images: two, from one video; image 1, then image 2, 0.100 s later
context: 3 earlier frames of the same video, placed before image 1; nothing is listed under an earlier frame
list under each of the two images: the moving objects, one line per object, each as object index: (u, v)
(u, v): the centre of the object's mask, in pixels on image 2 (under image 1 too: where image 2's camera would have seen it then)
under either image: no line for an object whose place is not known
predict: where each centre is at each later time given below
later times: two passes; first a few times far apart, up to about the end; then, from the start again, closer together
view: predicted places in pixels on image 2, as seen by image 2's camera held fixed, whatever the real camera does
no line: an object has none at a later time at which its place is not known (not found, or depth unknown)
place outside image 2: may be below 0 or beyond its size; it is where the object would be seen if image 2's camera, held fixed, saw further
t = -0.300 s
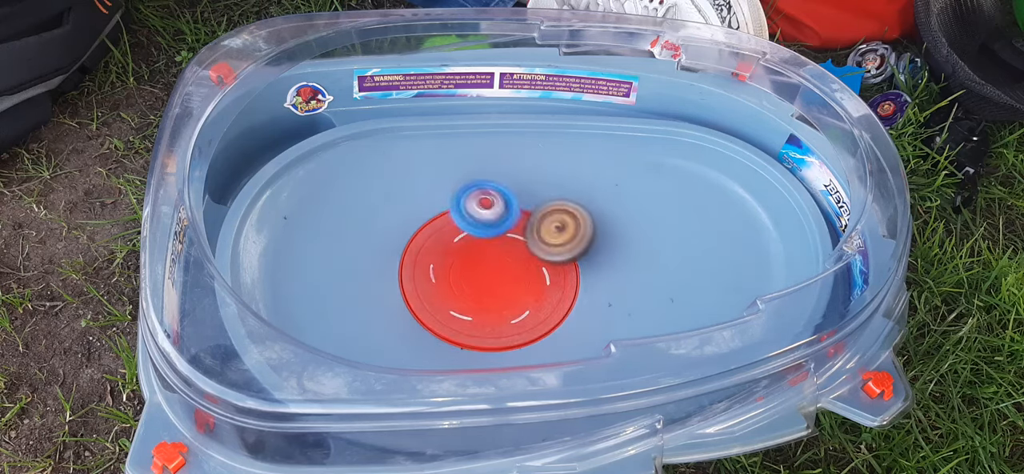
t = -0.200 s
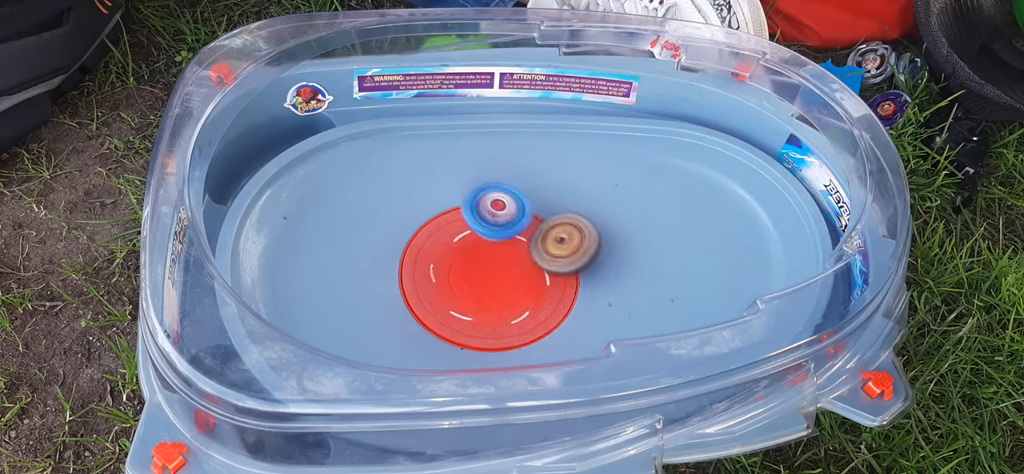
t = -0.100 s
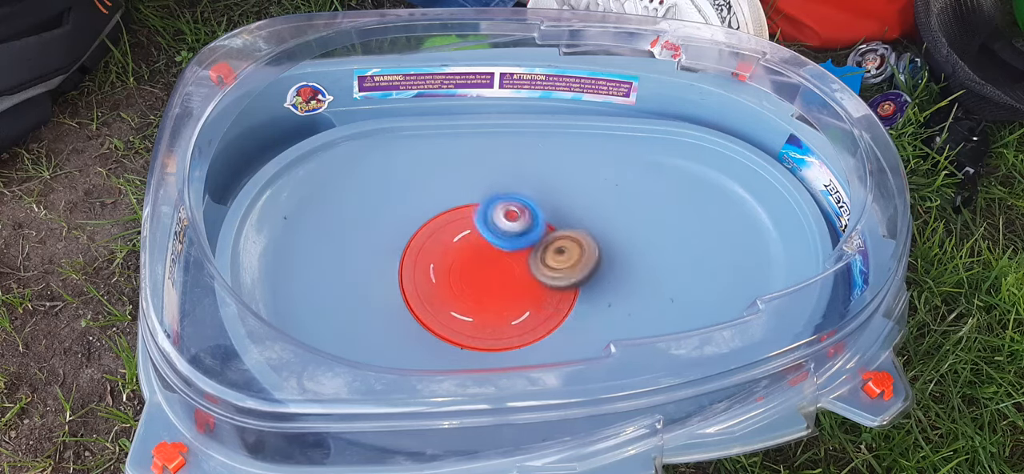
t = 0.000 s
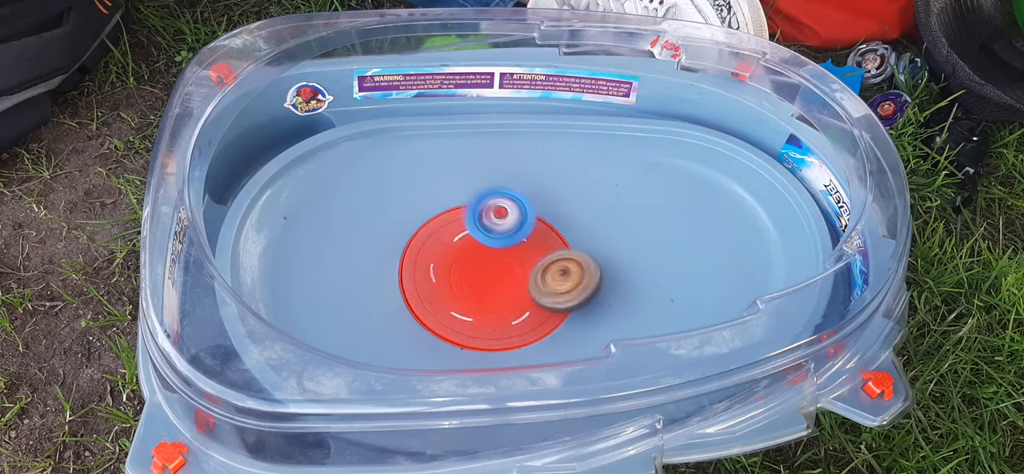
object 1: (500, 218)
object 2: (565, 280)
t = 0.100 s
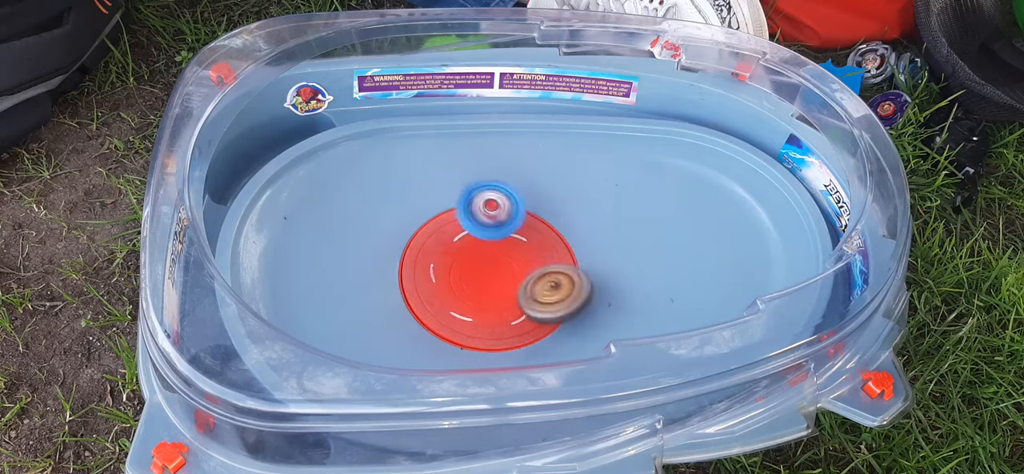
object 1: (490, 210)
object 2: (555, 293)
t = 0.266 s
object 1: (487, 215)
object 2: (530, 304)
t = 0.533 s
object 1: (504, 227)
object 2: (474, 308)
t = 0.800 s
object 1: (538, 232)
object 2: (446, 282)
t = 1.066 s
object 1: (527, 265)
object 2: (466, 245)
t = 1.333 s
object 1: (499, 280)
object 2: (518, 224)
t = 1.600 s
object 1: (486, 255)
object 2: (560, 237)
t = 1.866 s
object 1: (501, 221)
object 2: (558, 270)
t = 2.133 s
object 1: (526, 217)
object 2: (518, 286)
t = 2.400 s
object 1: (539, 248)
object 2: (476, 268)
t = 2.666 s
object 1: (540, 277)
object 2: (475, 234)
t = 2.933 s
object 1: (505, 275)
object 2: (513, 221)
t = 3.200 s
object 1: (480, 247)
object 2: (549, 246)
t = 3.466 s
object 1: (491, 224)
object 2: (543, 277)
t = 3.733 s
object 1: (527, 229)
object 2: (506, 286)
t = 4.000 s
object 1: (550, 249)
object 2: (478, 262)
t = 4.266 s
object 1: (532, 271)
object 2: (487, 232)
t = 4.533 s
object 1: (500, 278)
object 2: (529, 229)
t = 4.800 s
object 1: (487, 254)
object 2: (551, 255)
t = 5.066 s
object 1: (483, 227)
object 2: (529, 280)
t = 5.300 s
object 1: (498, 219)
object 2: (494, 280)
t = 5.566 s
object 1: (525, 220)
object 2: (474, 258)
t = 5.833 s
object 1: (560, 229)
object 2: (476, 234)
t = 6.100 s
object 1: (556, 244)
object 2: (483, 227)
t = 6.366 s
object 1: (551, 268)
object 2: (483, 232)
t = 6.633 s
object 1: (538, 280)
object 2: (482, 247)
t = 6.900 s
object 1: (544, 284)
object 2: (478, 257)
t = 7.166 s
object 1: (550, 273)
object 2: (480, 261)
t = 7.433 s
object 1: (557, 253)
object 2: (468, 255)
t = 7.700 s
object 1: (560, 253)
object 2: (487, 250)
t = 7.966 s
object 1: (552, 251)
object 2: (496, 245)
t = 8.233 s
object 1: (550, 250)
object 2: (492, 224)
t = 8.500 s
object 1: (550, 251)
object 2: (493, 224)
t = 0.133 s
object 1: (489, 210)
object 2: (550, 296)
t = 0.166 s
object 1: (487, 210)
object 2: (545, 299)
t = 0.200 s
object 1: (486, 211)
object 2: (541, 302)
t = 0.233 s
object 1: (486, 212)
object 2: (535, 303)
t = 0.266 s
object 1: (487, 215)
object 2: (530, 304)
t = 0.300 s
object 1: (487, 219)
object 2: (524, 305)
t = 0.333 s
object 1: (488, 224)
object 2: (517, 304)
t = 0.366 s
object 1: (489, 227)
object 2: (511, 304)
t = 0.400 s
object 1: (492, 233)
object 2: (504, 303)
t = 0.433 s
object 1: (495, 240)
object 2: (497, 301)
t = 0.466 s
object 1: (496, 241)
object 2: (491, 302)
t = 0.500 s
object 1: (500, 231)
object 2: (482, 308)
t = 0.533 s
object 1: (504, 227)
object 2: (474, 308)
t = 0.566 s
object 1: (507, 225)
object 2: (469, 307)
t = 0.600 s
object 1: (513, 224)
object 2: (463, 304)
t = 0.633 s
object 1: (519, 223)
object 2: (459, 302)
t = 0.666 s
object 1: (524, 224)
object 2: (454, 299)
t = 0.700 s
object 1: (528, 224)
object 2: (451, 294)
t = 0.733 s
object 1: (533, 226)
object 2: (449, 291)
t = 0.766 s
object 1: (536, 229)
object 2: (447, 287)
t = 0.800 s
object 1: (538, 232)
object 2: (446, 282)
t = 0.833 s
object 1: (540, 235)
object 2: (447, 277)
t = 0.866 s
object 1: (541, 240)
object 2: (449, 272)
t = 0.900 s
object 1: (539, 245)
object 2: (450, 268)
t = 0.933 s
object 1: (538, 249)
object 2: (453, 263)
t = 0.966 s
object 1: (536, 254)
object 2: (457, 259)
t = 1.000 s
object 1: (532, 257)
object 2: (460, 255)
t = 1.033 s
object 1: (529, 261)
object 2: (464, 250)
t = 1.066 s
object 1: (527, 265)
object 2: (466, 245)
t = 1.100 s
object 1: (523, 268)
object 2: (470, 239)
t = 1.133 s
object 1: (519, 272)
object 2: (476, 234)
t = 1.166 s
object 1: (517, 275)
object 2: (483, 230)
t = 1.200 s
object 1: (513, 278)
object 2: (490, 228)
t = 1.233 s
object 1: (510, 279)
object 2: (497, 227)
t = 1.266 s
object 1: (508, 281)
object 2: (505, 226)
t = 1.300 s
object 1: (502, 280)
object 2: (511, 225)
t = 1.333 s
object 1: (499, 280)
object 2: (518, 224)
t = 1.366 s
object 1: (497, 279)
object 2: (525, 225)
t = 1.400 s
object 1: (492, 276)
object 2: (531, 225)
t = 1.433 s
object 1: (490, 274)
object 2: (536, 226)
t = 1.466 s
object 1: (489, 271)
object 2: (542, 227)
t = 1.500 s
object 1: (486, 268)
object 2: (548, 229)
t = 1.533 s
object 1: (486, 263)
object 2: (553, 231)
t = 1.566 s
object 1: (487, 259)
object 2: (557, 233)
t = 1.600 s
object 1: (486, 255)
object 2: (560, 237)
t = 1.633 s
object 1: (487, 250)
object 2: (563, 240)
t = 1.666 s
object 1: (489, 245)
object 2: (562, 245)
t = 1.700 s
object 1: (490, 241)
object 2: (562, 249)
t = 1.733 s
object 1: (492, 236)
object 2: (564, 252)
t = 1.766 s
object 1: (494, 232)
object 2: (564, 258)
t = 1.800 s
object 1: (496, 227)
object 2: (564, 262)
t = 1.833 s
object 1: (499, 224)
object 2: (561, 266)
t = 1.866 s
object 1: (501, 221)
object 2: (558, 270)
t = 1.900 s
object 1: (503, 218)
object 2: (555, 273)
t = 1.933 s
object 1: (508, 216)
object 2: (551, 277)
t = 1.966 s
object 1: (510, 214)
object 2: (547, 280)
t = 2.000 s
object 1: (512, 211)
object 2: (542, 282)
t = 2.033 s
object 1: (515, 213)
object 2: (536, 284)
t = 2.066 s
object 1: (518, 213)
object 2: (531, 285)
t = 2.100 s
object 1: (522, 213)
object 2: (524, 286)
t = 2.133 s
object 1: (526, 217)
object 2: (518, 286)
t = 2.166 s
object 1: (529, 219)
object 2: (512, 285)
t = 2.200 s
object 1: (531, 223)
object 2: (506, 285)
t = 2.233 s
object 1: (532, 228)
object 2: (499, 283)
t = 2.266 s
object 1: (534, 231)
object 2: (494, 281)
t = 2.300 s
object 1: (535, 236)
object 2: (489, 278)
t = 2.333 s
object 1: (535, 240)
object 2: (485, 275)
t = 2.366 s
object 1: (537, 244)
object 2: (480, 272)
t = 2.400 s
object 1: (539, 248)
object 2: (476, 268)
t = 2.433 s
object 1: (541, 252)
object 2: (473, 264)
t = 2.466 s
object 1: (543, 256)
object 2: (471, 259)
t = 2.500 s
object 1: (543, 260)
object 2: (470, 254)
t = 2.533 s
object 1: (543, 264)
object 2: (470, 249)
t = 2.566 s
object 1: (544, 268)
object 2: (470, 245)
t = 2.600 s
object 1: (542, 272)
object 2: (471, 241)
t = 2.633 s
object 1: (542, 274)
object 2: (472, 237)
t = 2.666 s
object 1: (540, 277)
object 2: (475, 234)
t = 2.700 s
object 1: (536, 279)
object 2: (478, 231)
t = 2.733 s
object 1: (533, 280)
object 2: (482, 229)
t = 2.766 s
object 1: (528, 282)
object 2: (486, 226)
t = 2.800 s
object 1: (524, 281)
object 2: (491, 225)
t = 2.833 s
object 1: (520, 280)
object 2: (496, 224)
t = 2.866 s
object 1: (513, 279)
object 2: (501, 222)
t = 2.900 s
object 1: (509, 277)
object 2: (507, 222)
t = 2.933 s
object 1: (505, 275)
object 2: (513, 221)
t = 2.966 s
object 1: (500, 271)
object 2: (519, 222)
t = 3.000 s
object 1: (498, 269)
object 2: (526, 223)
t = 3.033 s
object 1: (494, 265)
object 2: (534, 226)
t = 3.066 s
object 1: (490, 261)
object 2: (539, 230)
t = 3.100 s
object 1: (488, 258)
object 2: (543, 234)
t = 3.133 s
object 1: (485, 254)
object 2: (546, 238)
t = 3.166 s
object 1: (483, 250)
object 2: (548, 242)
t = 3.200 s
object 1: (480, 247)
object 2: (549, 246)
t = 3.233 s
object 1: (480, 243)
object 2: (550, 250)
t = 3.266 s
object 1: (479, 239)
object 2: (551, 254)
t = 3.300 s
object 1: (479, 235)
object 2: (552, 258)
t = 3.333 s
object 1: (481, 232)
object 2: (551, 262)
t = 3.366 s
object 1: (480, 230)
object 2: (550, 267)
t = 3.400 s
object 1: (483, 228)
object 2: (548, 270)
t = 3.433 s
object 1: (488, 227)
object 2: (547, 274)
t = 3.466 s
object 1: (491, 224)
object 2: (543, 277)
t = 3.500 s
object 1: (496, 224)
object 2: (540, 280)
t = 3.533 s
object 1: (499, 223)
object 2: (535, 282)
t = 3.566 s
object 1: (504, 223)
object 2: (531, 284)
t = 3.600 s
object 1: (508, 224)
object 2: (526, 285)
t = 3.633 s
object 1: (512, 224)
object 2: (521, 287)
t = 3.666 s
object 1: (516, 226)
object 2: (517, 287)
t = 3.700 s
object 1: (521, 228)
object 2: (511, 287)
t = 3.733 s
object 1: (527, 229)
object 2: (506, 286)
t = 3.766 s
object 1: (530, 230)
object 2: (500, 284)
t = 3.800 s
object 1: (535, 232)
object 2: (496, 283)
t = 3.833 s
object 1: (539, 235)
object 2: (491, 280)
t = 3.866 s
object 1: (543, 236)
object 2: (488, 277)
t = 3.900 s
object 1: (546, 239)
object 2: (484, 273)
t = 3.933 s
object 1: (547, 243)
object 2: (481, 270)
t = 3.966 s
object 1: (550, 246)
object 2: (479, 266)
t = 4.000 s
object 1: (550, 249)
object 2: (478, 262)
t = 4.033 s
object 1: (550, 252)
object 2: (477, 258)
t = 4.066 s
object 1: (549, 257)
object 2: (477, 254)
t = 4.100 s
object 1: (547, 260)
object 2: (478, 250)
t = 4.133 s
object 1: (547, 263)
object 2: (478, 246)
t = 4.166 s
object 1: (542, 265)
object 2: (480, 243)
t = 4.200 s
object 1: (540, 267)
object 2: (481, 239)
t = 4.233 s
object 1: (536, 269)
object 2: (484, 235)
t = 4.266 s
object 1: (532, 271)
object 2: (487, 232)
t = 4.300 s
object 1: (528, 273)
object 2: (492, 230)
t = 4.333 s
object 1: (525, 274)
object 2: (498, 227)
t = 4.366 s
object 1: (522, 277)
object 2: (503, 227)
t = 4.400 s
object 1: (517, 278)
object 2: (509, 226)
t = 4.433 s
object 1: (512, 279)
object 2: (515, 226)
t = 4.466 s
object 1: (505, 280)
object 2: (519, 226)
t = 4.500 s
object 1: (504, 280)
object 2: (525, 227)
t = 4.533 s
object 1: (500, 278)
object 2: (529, 229)
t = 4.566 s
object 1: (497, 277)
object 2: (533, 231)
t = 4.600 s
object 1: (494, 275)
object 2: (538, 233)
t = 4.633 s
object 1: (491, 272)
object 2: (542, 236)
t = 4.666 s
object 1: (490, 270)
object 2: (546, 239)
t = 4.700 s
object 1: (488, 265)
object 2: (548, 243)
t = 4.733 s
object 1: (488, 262)
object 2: (550, 246)
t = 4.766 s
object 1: (487, 258)
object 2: (551, 251)
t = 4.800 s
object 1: (487, 254)
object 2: (551, 255)
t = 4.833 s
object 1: (484, 251)
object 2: (550, 259)
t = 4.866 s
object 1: (484, 248)
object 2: (549, 263)
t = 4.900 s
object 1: (482, 244)
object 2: (546, 267)
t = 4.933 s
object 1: (481, 239)
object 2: (544, 270)
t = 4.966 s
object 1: (480, 237)
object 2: (541, 273)
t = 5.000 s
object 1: (481, 233)
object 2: (538, 276)
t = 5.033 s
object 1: (481, 230)
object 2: (532, 278)
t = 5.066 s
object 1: (483, 227)
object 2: (529, 280)
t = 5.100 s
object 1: (485, 226)
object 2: (523, 281)
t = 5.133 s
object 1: (487, 223)
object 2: (519, 282)
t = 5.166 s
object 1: (490, 223)
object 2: (513, 282)
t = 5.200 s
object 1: (493, 222)
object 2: (509, 282)
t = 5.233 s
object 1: (496, 220)
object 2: (504, 282)
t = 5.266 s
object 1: (496, 218)
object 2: (498, 281)
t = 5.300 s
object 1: (498, 219)
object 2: (494, 280)
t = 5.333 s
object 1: (502, 218)
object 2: (492, 279)
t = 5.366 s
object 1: (506, 217)
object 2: (487, 277)
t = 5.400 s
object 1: (508, 217)
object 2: (485, 275)
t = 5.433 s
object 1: (513, 218)
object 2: (482, 271)
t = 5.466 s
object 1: (515, 219)
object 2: (481, 269)
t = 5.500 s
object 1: (519, 220)
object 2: (478, 266)
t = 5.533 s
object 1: (521, 220)
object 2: (476, 263)
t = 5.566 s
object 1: (525, 220)
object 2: (474, 258)
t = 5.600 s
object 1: (527, 220)
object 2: (475, 255)
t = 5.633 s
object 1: (533, 221)
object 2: (474, 253)
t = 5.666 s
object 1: (536, 221)
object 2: (475, 250)
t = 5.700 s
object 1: (540, 223)
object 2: (477, 247)
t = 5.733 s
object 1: (541, 224)
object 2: (479, 245)
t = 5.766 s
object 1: (544, 227)
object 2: (482, 242)
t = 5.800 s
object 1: (548, 227)
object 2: (482, 238)
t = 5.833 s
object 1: (560, 229)
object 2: (476, 234)
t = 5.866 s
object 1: (564, 231)
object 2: (474, 231)
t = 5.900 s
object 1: (567, 234)
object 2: (475, 230)
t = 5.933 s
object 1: (566, 236)
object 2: (474, 228)
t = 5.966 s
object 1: (562, 240)
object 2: (475, 227)
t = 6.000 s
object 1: (562, 242)
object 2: (477, 227)
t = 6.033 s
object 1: (564, 243)
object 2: (478, 226)
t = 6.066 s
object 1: (562, 242)
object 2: (481, 226)
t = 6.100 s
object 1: (556, 244)
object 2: (483, 227)
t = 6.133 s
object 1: (552, 246)
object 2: (486, 227)
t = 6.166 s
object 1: (548, 248)
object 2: (487, 229)
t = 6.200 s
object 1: (547, 250)
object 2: (486, 229)
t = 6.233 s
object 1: (547, 250)
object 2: (487, 229)
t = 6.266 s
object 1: (548, 255)
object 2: (487, 229)
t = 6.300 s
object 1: (551, 260)
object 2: (486, 229)
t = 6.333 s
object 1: (552, 264)
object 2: (485, 231)
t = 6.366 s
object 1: (551, 268)
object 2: (483, 232)
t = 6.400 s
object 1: (551, 273)
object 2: (483, 232)
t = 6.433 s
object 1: (552, 276)
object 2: (482, 234)
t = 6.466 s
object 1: (551, 278)
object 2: (481, 235)
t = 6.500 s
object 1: (548, 279)
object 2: (481, 237)
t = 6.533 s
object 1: (547, 279)
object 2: (481, 240)
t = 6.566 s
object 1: (544, 280)
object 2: (481, 242)
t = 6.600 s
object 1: (542, 280)
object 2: (482, 245)
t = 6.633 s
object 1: (538, 280)
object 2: (482, 247)
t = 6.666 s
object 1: (535, 280)
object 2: (481, 249)
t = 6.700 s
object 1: (542, 283)
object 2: (480, 249)
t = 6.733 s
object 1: (544, 284)
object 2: (481, 250)
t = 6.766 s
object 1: (544, 286)
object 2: (480, 253)
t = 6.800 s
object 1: (545, 287)
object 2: (479, 253)
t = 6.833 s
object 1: (548, 286)
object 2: (478, 254)
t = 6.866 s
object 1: (548, 285)
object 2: (478, 255)
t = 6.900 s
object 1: (544, 284)
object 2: (478, 257)
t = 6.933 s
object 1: (542, 283)
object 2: (477, 258)
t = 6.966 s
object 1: (548, 284)
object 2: (475, 257)
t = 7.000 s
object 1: (551, 284)
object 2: (478, 257)
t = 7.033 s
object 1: (550, 282)
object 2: (478, 260)
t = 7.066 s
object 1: (548, 280)
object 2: (478, 260)
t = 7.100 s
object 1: (549, 278)
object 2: (479, 260)
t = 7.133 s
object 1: (549, 275)
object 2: (480, 261)
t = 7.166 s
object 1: (550, 273)
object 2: (480, 261)
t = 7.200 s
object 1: (556, 271)
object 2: (480, 259)
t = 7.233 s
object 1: (557, 270)
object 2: (482, 258)
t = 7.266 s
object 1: (558, 266)
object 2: (483, 259)
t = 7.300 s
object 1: (565, 264)
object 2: (483, 259)
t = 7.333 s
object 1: (567, 262)
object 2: (483, 259)
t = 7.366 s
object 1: (563, 262)
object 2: (484, 259)
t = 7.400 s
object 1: (561, 259)
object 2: (476, 256)
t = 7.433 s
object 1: (557, 253)
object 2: (468, 255)
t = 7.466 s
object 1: (564, 251)
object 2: (466, 252)
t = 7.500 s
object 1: (569, 250)
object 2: (466, 251)
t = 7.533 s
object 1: (574, 251)
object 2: (470, 250)
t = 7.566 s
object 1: (575, 250)
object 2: (473, 250)
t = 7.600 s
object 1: (573, 248)
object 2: (476, 252)
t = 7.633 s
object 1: (569, 249)
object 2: (479, 251)
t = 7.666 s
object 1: (564, 251)
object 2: (483, 250)
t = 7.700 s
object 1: (560, 253)
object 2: (487, 250)
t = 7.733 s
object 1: (557, 255)
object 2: (491, 252)
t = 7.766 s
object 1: (561, 260)
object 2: (490, 251)
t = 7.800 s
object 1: (565, 261)
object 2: (488, 249)
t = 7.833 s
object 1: (563, 259)
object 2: (486, 247)
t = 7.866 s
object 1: (559, 258)
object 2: (487, 246)
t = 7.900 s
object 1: (554, 256)
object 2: (489, 246)
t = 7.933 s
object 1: (552, 253)
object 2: (494, 245)
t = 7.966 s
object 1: (552, 251)
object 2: (496, 245)
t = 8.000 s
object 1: (552, 249)
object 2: (497, 245)
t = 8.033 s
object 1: (551, 249)
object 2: (492, 241)
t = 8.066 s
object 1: (550, 250)
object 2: (490, 237)
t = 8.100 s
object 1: (550, 252)
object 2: (491, 232)
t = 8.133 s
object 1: (550, 252)
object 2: (492, 229)
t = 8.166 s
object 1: (550, 251)
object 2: (491, 226)
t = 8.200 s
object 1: (550, 251)
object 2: (492, 225)
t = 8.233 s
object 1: (550, 250)
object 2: (492, 224)
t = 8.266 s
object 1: (550, 251)
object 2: (493, 224)
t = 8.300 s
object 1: (550, 251)
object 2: (493, 224)
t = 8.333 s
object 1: (550, 251)
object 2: (493, 224)
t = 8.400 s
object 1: (550, 251)
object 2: (493, 224)
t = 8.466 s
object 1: (550, 251)
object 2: (493, 224)
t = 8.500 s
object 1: (550, 251)
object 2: (493, 224)
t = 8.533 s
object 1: (550, 251)
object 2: (493, 224)
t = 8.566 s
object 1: (550, 251)
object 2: (493, 224)
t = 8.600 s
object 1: (550, 251)
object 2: (493, 224)
